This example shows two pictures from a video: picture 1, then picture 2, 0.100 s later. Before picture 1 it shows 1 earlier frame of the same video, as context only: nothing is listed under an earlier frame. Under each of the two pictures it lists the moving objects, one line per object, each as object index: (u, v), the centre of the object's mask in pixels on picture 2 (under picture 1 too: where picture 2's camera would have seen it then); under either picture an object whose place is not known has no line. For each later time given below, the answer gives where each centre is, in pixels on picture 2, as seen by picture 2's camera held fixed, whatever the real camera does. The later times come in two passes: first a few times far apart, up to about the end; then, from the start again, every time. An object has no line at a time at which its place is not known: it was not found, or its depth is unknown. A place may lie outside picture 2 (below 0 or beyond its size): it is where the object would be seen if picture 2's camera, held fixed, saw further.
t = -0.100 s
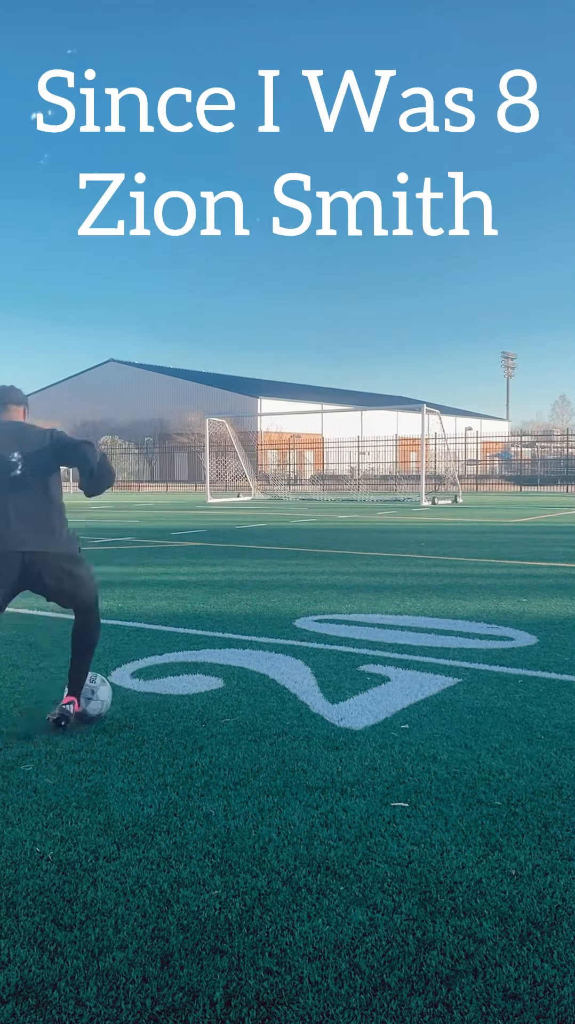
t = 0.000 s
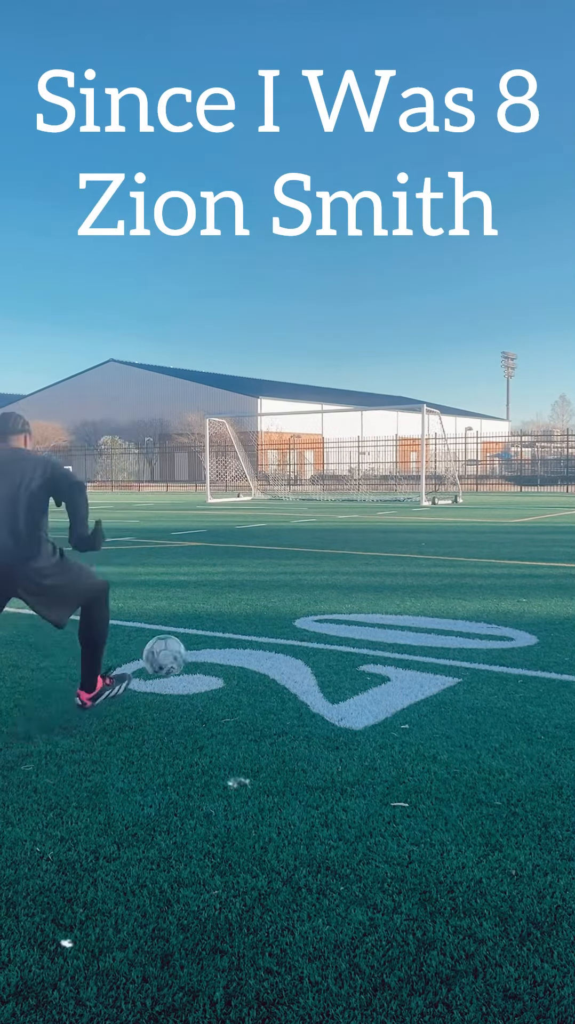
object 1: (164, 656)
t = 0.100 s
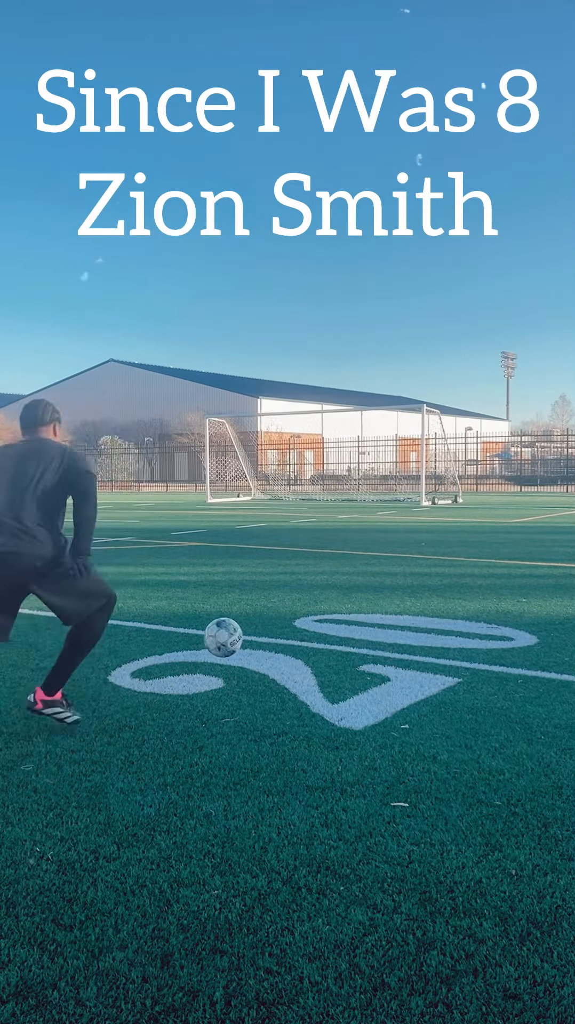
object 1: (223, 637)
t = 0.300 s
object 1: (304, 622)
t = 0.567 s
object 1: (362, 606)
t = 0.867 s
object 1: (408, 592)
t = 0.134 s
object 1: (241, 635)
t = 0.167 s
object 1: (257, 635)
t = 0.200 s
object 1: (272, 637)
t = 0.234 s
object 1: (284, 634)
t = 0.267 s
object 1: (294, 627)
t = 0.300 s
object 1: (304, 622)
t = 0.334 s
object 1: (313, 619)
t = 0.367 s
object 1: (322, 617)
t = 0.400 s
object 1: (331, 617)
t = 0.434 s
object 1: (339, 616)
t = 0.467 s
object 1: (346, 610)
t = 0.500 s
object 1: (351, 607)
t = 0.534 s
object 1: (357, 606)
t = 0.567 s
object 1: (362, 606)
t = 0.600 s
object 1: (368, 607)
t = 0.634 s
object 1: (374, 604)
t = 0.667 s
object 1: (380, 601)
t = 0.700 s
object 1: (385, 600)
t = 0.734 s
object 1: (389, 600)
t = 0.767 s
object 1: (394, 597)
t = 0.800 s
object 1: (398, 596)
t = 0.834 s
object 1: (404, 592)
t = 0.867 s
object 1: (408, 592)
